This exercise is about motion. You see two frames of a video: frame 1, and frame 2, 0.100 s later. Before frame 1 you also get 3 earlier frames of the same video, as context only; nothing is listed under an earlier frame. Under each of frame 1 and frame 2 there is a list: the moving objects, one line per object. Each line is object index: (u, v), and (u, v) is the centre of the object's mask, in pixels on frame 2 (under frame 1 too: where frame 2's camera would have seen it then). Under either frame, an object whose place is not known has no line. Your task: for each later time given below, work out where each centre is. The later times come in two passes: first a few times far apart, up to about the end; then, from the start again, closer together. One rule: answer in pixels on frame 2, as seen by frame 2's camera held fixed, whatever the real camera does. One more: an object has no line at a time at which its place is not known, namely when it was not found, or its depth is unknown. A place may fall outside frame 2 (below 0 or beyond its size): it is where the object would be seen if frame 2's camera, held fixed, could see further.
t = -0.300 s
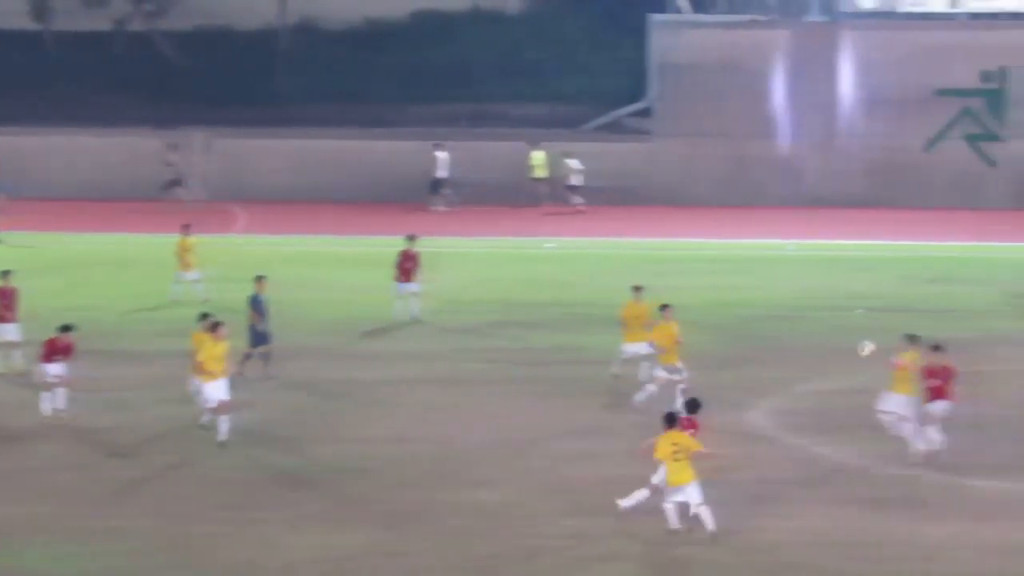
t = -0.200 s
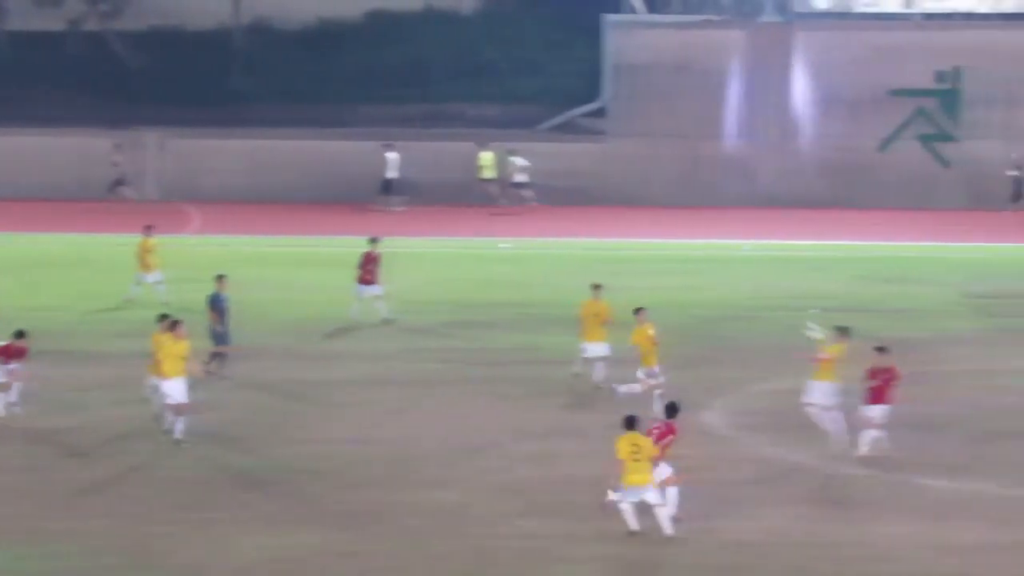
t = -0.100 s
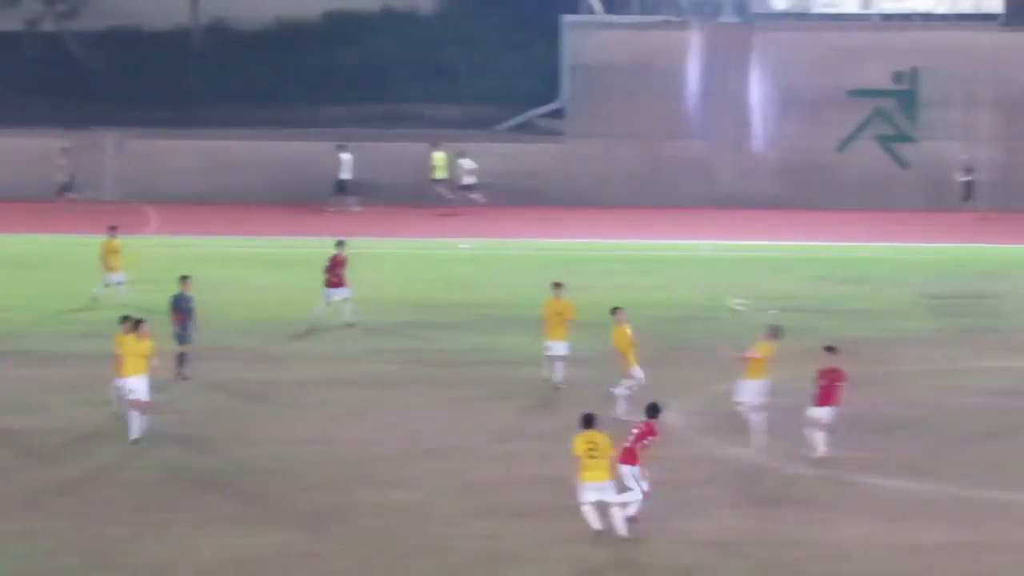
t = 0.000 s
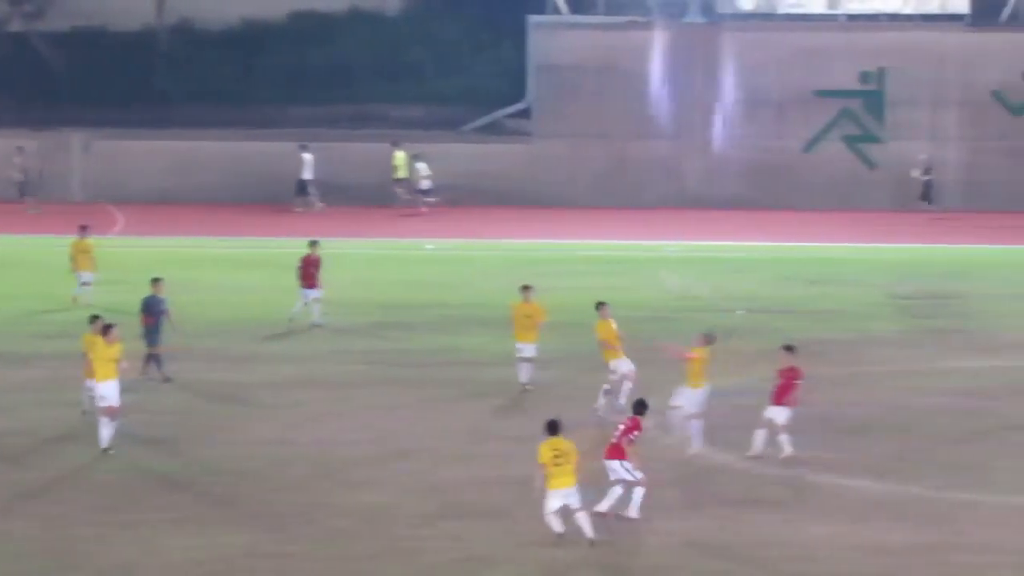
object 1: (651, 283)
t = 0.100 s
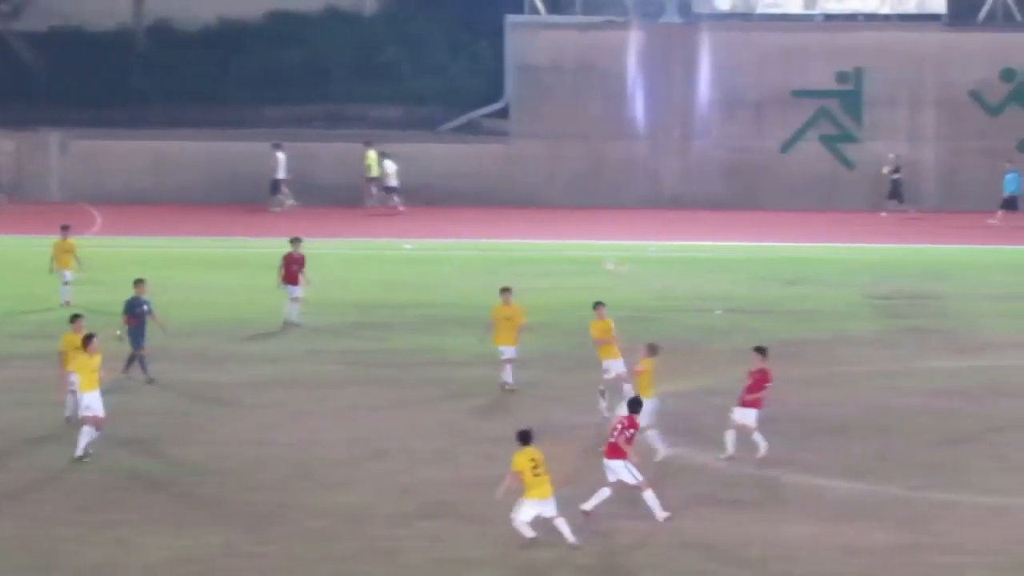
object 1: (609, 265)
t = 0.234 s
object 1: (567, 259)
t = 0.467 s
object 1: (489, 270)
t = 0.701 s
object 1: (412, 321)
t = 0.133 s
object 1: (602, 265)
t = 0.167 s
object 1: (589, 262)
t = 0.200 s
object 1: (577, 256)
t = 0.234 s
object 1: (567, 259)
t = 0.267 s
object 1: (553, 256)
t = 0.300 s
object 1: (542, 258)
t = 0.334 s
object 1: (532, 258)
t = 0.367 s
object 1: (525, 259)
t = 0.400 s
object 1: (511, 265)
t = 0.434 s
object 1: (499, 266)
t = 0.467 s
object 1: (489, 270)
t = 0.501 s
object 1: (479, 276)
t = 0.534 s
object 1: (468, 280)
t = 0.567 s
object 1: (457, 286)
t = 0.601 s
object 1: (445, 294)
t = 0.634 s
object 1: (435, 302)
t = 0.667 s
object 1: (423, 312)
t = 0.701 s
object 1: (412, 321)
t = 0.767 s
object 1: (389, 342)
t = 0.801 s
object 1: (377, 354)
